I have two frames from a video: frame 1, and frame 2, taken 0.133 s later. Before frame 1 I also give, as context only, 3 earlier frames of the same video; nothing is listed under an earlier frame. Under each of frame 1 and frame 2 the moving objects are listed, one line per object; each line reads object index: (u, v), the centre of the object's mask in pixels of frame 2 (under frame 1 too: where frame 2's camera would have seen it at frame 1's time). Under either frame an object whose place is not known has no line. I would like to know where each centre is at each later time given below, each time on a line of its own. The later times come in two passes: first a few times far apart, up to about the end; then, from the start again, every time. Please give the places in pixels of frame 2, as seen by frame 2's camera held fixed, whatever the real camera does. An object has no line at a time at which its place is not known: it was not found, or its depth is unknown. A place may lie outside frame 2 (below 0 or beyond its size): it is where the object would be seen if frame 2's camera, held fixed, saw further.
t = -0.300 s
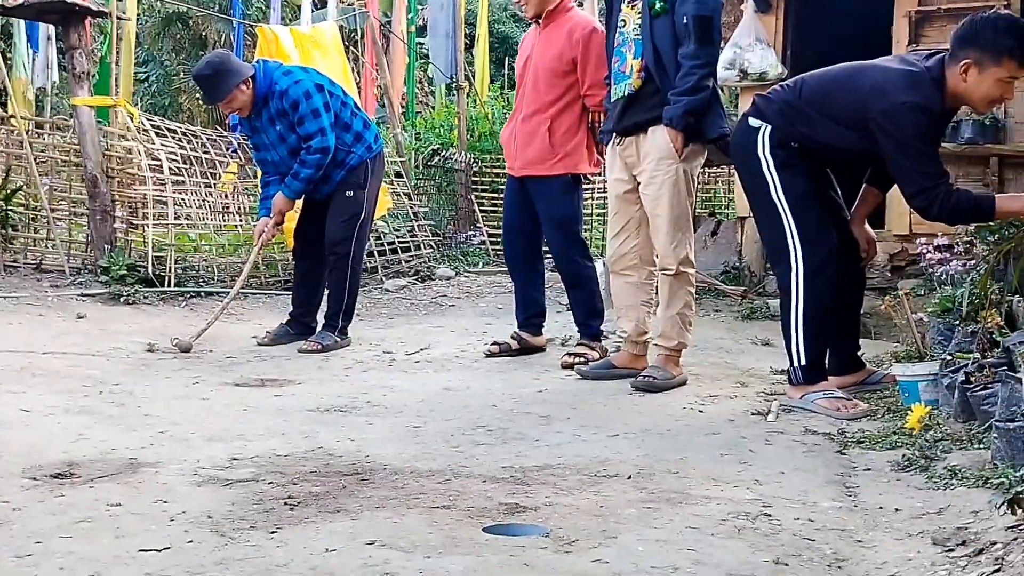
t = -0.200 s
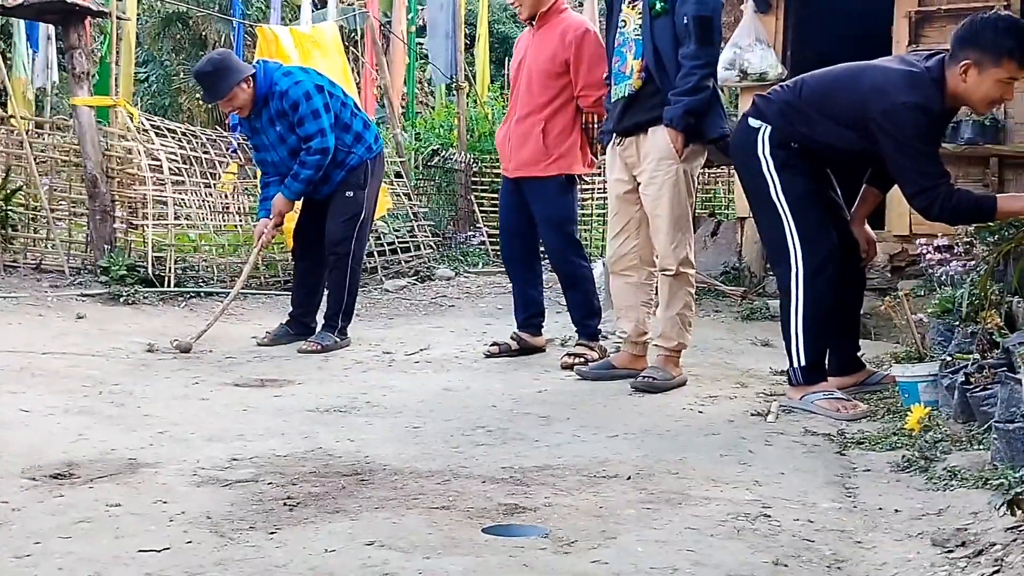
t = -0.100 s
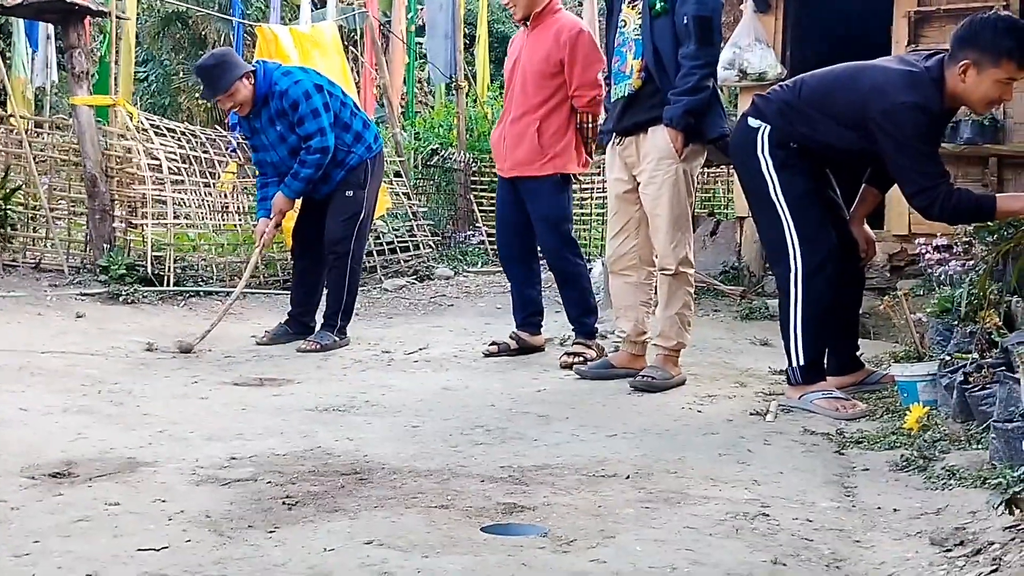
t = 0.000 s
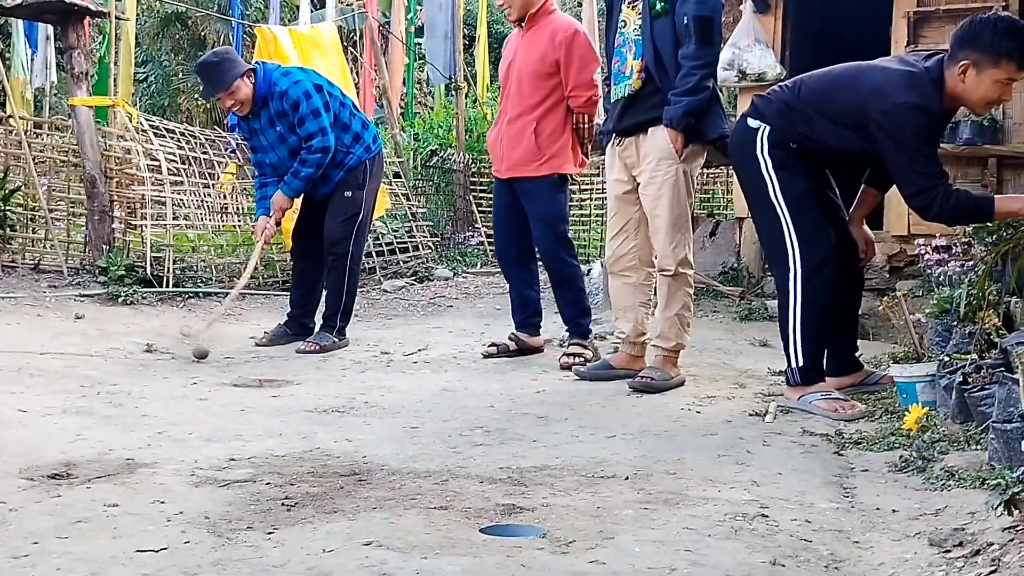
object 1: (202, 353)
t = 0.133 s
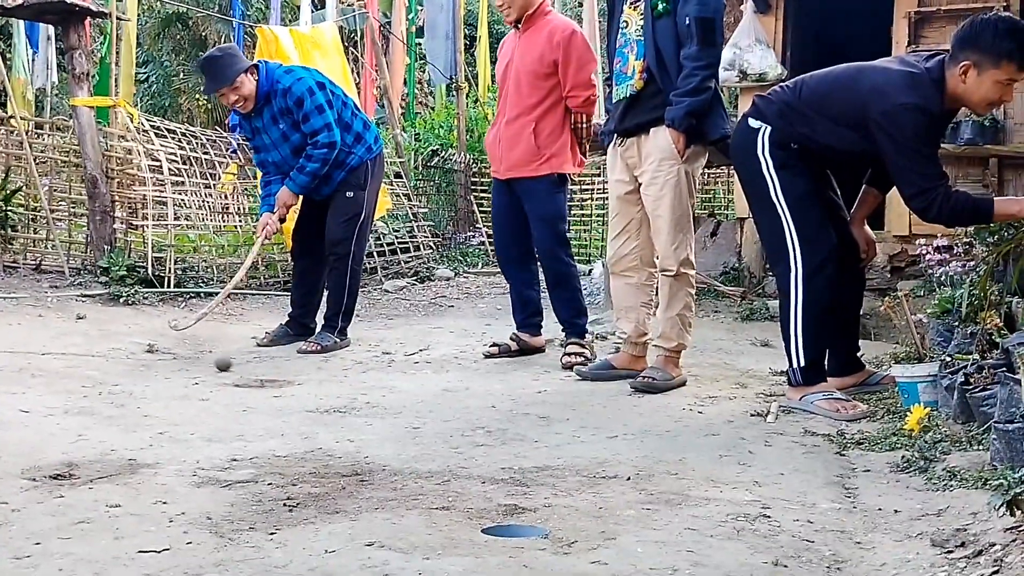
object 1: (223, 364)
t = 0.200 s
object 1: (234, 368)
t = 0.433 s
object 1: (279, 388)
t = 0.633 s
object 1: (313, 400)
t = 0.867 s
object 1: (366, 414)
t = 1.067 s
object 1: (409, 451)
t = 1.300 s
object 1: (448, 469)
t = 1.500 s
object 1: (488, 516)
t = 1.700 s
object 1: (535, 535)
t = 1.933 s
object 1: (609, 557)
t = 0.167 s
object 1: (228, 365)
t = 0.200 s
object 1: (234, 368)
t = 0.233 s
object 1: (240, 369)
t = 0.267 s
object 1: (246, 373)
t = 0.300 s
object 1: (252, 380)
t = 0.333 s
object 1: (258, 378)
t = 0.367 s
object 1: (265, 378)
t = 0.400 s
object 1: (272, 381)
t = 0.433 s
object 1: (279, 388)
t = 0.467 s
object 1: (285, 387)
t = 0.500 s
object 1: (290, 387)
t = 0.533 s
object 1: (294, 390)
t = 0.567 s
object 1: (300, 398)
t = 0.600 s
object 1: (307, 398)
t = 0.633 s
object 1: (313, 400)
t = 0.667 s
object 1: (321, 405)
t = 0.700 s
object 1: (328, 407)
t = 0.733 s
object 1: (336, 409)
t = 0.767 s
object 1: (343, 415)
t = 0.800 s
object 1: (352, 419)
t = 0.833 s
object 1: (359, 414)
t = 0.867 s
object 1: (366, 414)
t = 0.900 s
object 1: (374, 419)
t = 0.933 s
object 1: (382, 429)
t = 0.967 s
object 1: (390, 436)
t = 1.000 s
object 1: (396, 437)
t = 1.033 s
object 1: (403, 444)
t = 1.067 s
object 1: (409, 451)
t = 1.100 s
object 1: (416, 453)
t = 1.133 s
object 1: (421, 456)
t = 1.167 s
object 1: (428, 463)
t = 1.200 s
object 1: (434, 467)
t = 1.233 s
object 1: (439, 462)
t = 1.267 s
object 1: (443, 462)
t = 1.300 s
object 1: (448, 469)
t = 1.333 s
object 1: (453, 484)
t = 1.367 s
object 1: (460, 487)
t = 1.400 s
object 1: (467, 489)
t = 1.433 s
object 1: (474, 498)
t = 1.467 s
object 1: (481, 512)
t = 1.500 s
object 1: (488, 516)
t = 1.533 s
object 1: (495, 519)
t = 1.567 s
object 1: (502, 524)
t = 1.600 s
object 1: (511, 524)
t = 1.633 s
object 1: (519, 525)
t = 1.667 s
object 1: (527, 532)
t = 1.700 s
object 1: (535, 535)
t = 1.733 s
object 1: (544, 540)
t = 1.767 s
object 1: (554, 547)
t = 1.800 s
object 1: (566, 550)
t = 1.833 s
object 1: (576, 551)
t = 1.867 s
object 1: (587, 555)
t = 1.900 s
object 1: (599, 555)
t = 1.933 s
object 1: (609, 557)
